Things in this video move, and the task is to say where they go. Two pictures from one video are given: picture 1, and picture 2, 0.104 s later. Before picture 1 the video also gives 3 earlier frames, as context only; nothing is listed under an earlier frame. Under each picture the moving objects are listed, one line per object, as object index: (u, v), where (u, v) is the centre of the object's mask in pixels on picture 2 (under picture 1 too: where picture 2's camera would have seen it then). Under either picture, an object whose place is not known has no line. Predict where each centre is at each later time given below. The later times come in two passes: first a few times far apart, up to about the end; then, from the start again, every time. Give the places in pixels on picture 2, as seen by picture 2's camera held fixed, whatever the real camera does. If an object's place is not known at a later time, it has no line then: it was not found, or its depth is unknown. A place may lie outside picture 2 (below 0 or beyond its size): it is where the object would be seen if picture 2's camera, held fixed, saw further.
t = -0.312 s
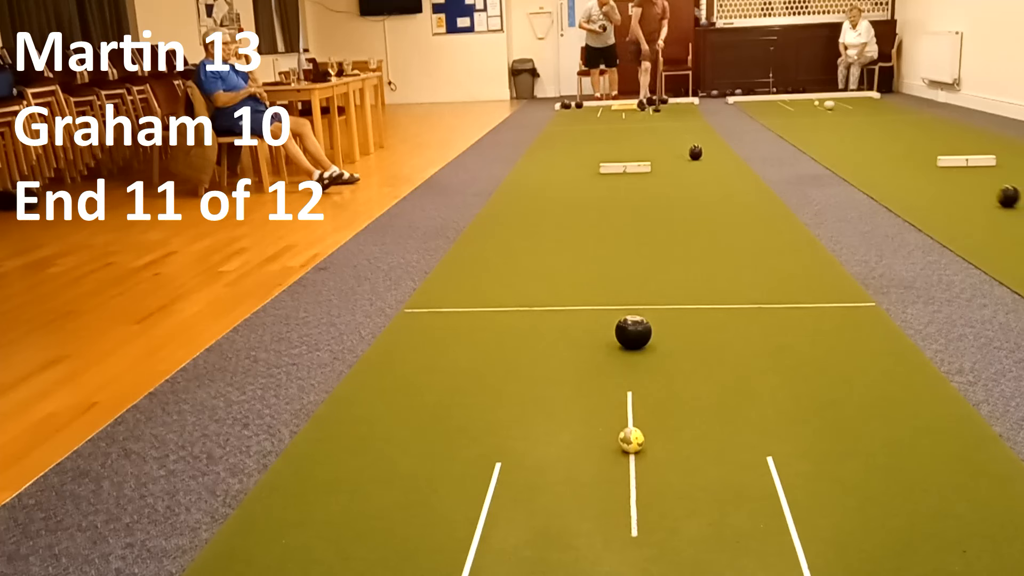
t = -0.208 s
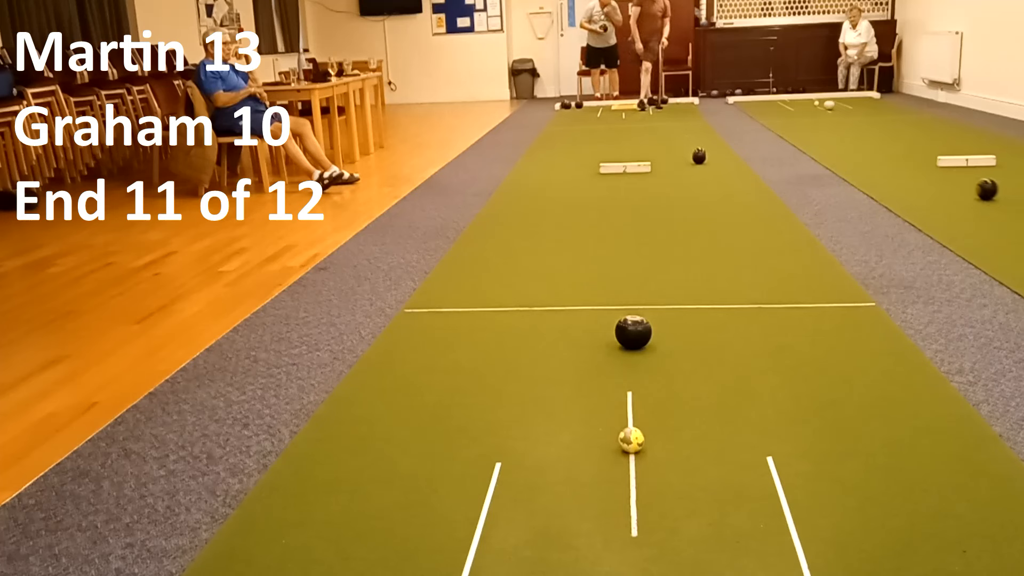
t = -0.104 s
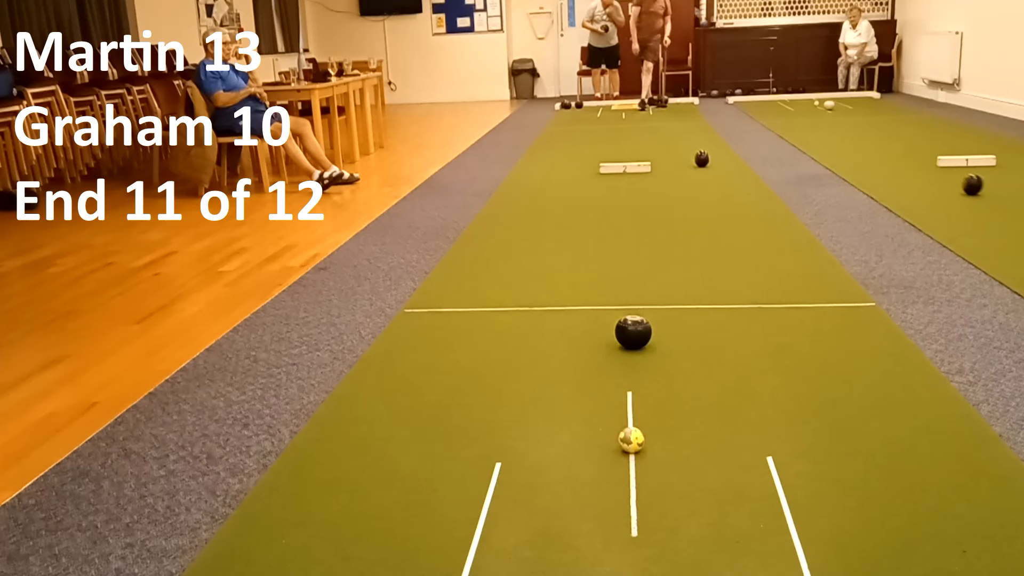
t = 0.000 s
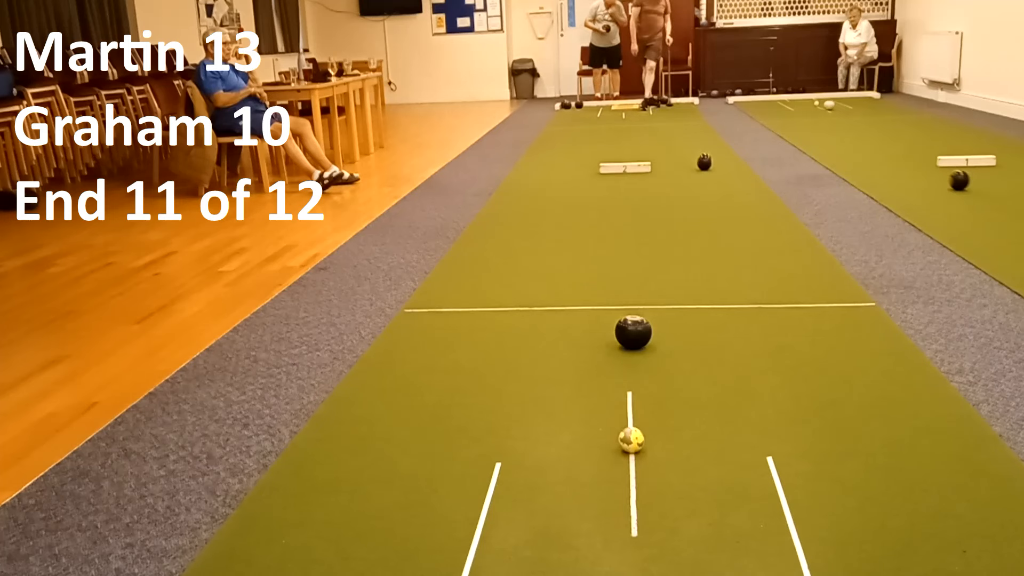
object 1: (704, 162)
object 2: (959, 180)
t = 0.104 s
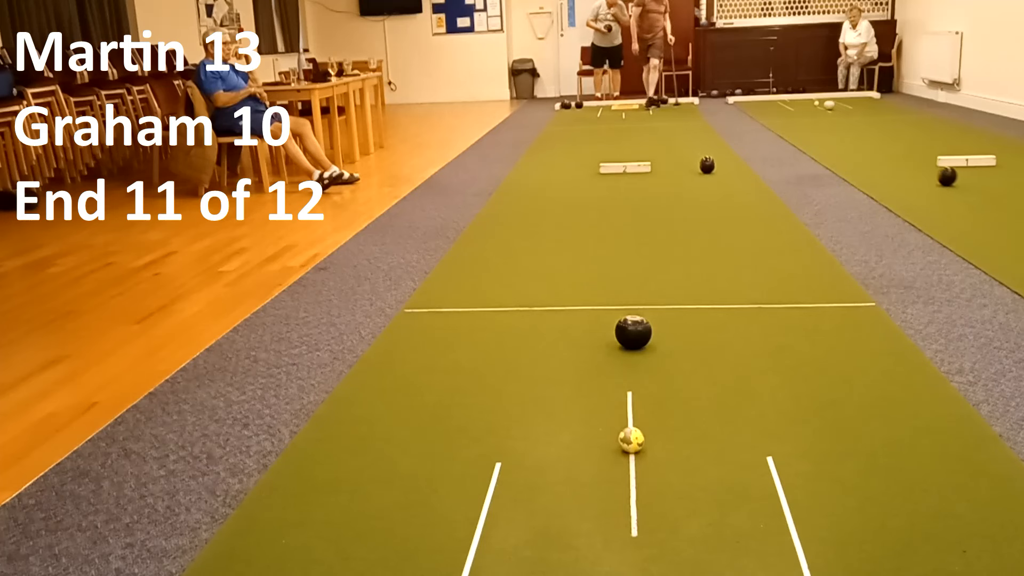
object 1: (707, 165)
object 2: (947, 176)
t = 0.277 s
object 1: (711, 170)
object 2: (929, 170)
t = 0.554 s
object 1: (718, 179)
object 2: (904, 161)
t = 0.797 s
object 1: (724, 188)
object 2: (886, 155)
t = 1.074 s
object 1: (731, 199)
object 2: (870, 148)
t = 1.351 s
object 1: (739, 213)
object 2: (854, 142)
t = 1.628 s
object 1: (746, 226)
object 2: (844, 137)
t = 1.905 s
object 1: (752, 241)
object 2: (835, 133)
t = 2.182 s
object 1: (757, 257)
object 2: (827, 129)
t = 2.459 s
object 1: (761, 274)
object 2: (821, 126)
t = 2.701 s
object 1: (763, 293)
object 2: (817, 123)
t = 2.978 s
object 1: (764, 315)
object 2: (814, 120)
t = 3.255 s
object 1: (763, 337)
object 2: (812, 118)
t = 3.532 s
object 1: (761, 362)
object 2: (811, 116)
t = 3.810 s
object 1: (759, 388)
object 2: (811, 114)
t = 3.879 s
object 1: (758, 395)
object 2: (810, 113)
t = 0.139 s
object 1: (708, 166)
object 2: (943, 175)
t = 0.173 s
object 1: (709, 167)
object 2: (939, 173)
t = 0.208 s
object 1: (709, 168)
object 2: (936, 172)
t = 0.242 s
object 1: (710, 169)
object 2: (932, 171)
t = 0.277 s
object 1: (711, 170)
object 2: (929, 170)
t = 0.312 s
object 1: (712, 171)
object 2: (925, 169)
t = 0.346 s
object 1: (713, 172)
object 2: (922, 168)
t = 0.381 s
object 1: (714, 174)
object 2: (919, 166)
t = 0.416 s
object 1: (714, 175)
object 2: (916, 165)
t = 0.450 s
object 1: (715, 176)
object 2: (913, 164)
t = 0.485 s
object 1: (716, 177)
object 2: (910, 163)
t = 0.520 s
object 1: (717, 178)
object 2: (907, 162)
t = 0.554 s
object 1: (718, 179)
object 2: (904, 161)
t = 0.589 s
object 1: (719, 181)
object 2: (901, 160)
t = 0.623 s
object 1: (719, 182)
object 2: (899, 159)
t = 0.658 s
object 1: (720, 183)
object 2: (896, 159)
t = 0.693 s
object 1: (721, 184)
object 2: (894, 157)
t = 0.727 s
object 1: (722, 186)
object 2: (891, 156)
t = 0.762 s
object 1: (723, 187)
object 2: (889, 156)
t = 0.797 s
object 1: (724, 188)
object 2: (886, 155)
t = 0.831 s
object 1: (725, 189)
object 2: (884, 154)
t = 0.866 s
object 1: (725, 191)
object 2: (882, 153)
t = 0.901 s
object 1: (726, 192)
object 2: (880, 152)
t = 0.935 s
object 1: (727, 194)
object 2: (877, 151)
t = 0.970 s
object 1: (728, 195)
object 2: (876, 150)
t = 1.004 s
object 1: (729, 196)
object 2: (873, 150)
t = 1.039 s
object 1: (730, 198)
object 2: (871, 149)
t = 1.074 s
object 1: (731, 199)
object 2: (870, 148)
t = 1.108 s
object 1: (732, 200)
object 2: (868, 147)
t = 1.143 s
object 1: (733, 202)
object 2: (866, 147)
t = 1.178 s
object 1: (734, 205)
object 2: (862, 145)
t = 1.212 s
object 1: (735, 206)
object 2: (861, 144)
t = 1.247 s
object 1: (736, 208)
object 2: (859, 144)
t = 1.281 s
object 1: (737, 209)
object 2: (857, 143)
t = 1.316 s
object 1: (738, 211)
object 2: (856, 143)
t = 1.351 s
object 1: (739, 213)
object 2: (854, 142)
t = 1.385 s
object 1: (740, 214)
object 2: (853, 141)
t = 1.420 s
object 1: (741, 216)
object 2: (852, 141)
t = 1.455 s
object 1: (742, 218)
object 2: (850, 140)
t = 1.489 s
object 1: (743, 219)
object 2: (849, 139)
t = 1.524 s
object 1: (744, 221)
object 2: (847, 139)
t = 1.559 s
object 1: (744, 223)
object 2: (846, 138)
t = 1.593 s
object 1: (745, 224)
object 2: (845, 138)
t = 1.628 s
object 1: (746, 226)
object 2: (844, 137)
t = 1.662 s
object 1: (747, 228)
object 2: (843, 136)
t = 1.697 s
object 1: (747, 230)
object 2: (841, 136)
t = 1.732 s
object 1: (748, 232)
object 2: (840, 135)
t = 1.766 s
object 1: (749, 233)
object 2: (839, 135)
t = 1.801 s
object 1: (750, 235)
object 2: (838, 134)
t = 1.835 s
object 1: (750, 237)
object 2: (837, 134)
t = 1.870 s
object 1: (751, 239)
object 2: (836, 133)
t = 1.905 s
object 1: (752, 241)
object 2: (835, 133)
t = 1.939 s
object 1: (753, 243)
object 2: (834, 132)
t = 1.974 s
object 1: (753, 245)
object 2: (833, 132)
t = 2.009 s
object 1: (754, 247)
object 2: (832, 131)
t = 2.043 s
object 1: (754, 249)
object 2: (831, 131)
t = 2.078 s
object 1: (755, 251)
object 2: (830, 130)
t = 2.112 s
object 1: (756, 253)
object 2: (829, 130)
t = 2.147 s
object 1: (756, 255)
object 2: (828, 129)
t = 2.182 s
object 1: (757, 257)
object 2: (827, 129)
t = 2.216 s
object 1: (757, 259)
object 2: (826, 129)
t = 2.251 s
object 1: (758, 261)
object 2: (826, 128)
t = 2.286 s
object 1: (758, 263)
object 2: (825, 128)
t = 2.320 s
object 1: (759, 265)
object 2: (824, 127)
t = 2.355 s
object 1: (759, 267)
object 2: (823, 127)
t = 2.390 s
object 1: (760, 270)
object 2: (823, 126)
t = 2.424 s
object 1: (760, 272)
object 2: (822, 126)
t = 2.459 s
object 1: (761, 274)
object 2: (821, 126)
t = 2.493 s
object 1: (761, 277)
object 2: (821, 125)
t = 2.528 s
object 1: (762, 281)
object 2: (820, 124)
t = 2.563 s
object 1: (762, 284)
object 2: (819, 124)
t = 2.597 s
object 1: (762, 286)
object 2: (818, 124)
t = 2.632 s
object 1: (763, 289)
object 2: (818, 124)
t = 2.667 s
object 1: (763, 291)
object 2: (817, 123)
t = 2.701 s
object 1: (763, 293)
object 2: (817, 123)
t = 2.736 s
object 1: (764, 296)
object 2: (817, 122)
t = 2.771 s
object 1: (764, 299)
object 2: (816, 122)
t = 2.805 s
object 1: (764, 301)
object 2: (816, 122)
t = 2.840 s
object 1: (764, 304)
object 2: (815, 121)
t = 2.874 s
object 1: (764, 306)
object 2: (815, 121)
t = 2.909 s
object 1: (764, 309)
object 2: (815, 121)
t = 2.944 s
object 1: (764, 312)
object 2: (815, 120)
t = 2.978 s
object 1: (764, 315)
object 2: (814, 120)
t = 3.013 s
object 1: (764, 317)
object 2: (814, 120)
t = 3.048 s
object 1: (764, 320)
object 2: (814, 119)
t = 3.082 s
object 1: (764, 323)
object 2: (814, 119)
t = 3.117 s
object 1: (764, 326)
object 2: (813, 119)
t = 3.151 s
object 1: (764, 328)
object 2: (813, 119)
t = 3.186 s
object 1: (763, 332)
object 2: (813, 118)
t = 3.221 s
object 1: (763, 335)
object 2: (813, 118)
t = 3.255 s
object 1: (763, 337)
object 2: (812, 118)
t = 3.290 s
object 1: (763, 340)
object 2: (812, 117)
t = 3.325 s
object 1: (762, 343)
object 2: (812, 117)
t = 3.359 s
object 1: (762, 346)
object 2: (812, 117)
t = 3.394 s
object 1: (762, 349)
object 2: (812, 117)
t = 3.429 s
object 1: (762, 352)
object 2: (812, 116)
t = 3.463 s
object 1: (762, 356)
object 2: (812, 116)
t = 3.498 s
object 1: (761, 359)
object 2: (811, 116)
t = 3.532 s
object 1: (761, 362)
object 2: (811, 116)
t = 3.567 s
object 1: (761, 365)
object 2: (811, 115)
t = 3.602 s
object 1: (760, 368)
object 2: (811, 115)
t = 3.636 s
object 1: (760, 371)
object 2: (811, 115)
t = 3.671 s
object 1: (760, 375)
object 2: (811, 115)
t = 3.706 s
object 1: (760, 378)
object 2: (811, 114)
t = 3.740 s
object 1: (759, 381)
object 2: (811, 114)
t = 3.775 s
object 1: (759, 385)
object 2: (811, 114)
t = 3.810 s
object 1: (759, 388)
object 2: (811, 114)
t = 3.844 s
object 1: (758, 391)
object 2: (811, 114)
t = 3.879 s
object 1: (758, 395)
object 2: (810, 113)
